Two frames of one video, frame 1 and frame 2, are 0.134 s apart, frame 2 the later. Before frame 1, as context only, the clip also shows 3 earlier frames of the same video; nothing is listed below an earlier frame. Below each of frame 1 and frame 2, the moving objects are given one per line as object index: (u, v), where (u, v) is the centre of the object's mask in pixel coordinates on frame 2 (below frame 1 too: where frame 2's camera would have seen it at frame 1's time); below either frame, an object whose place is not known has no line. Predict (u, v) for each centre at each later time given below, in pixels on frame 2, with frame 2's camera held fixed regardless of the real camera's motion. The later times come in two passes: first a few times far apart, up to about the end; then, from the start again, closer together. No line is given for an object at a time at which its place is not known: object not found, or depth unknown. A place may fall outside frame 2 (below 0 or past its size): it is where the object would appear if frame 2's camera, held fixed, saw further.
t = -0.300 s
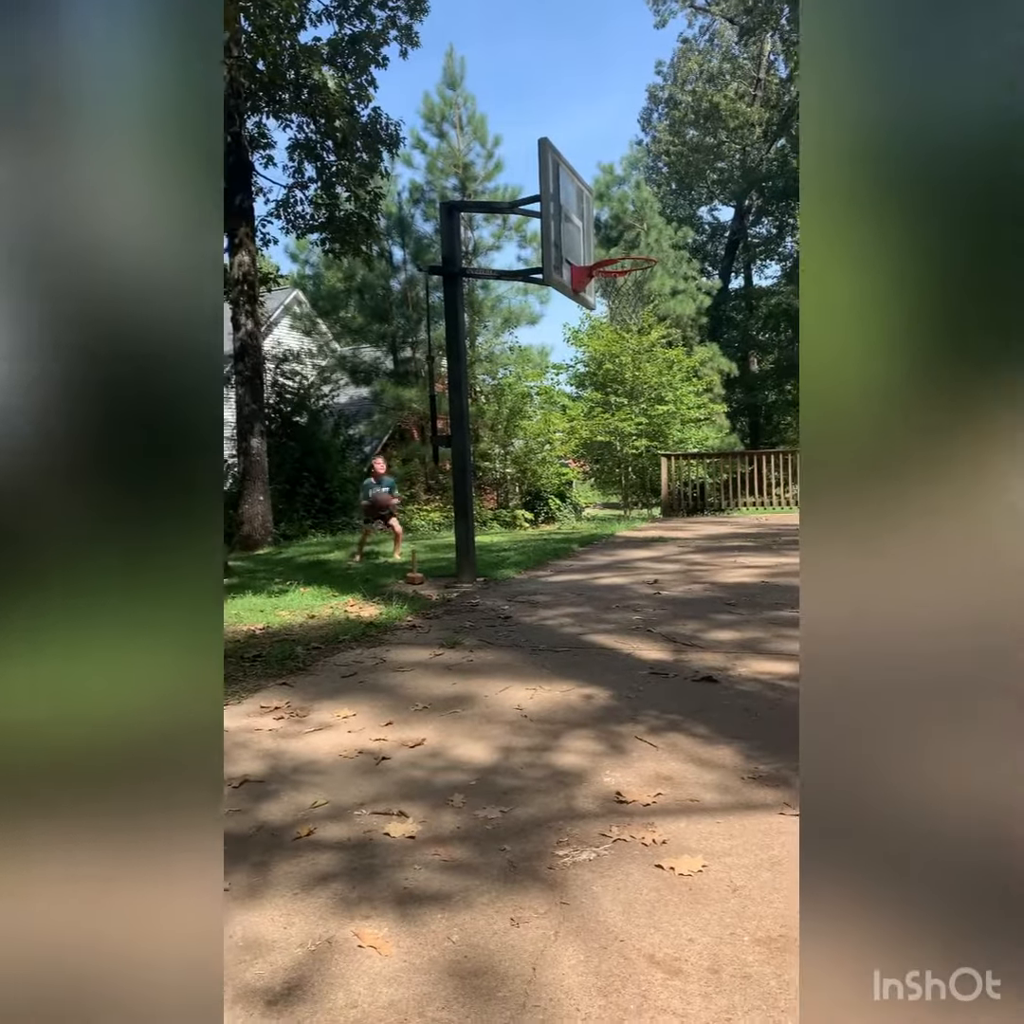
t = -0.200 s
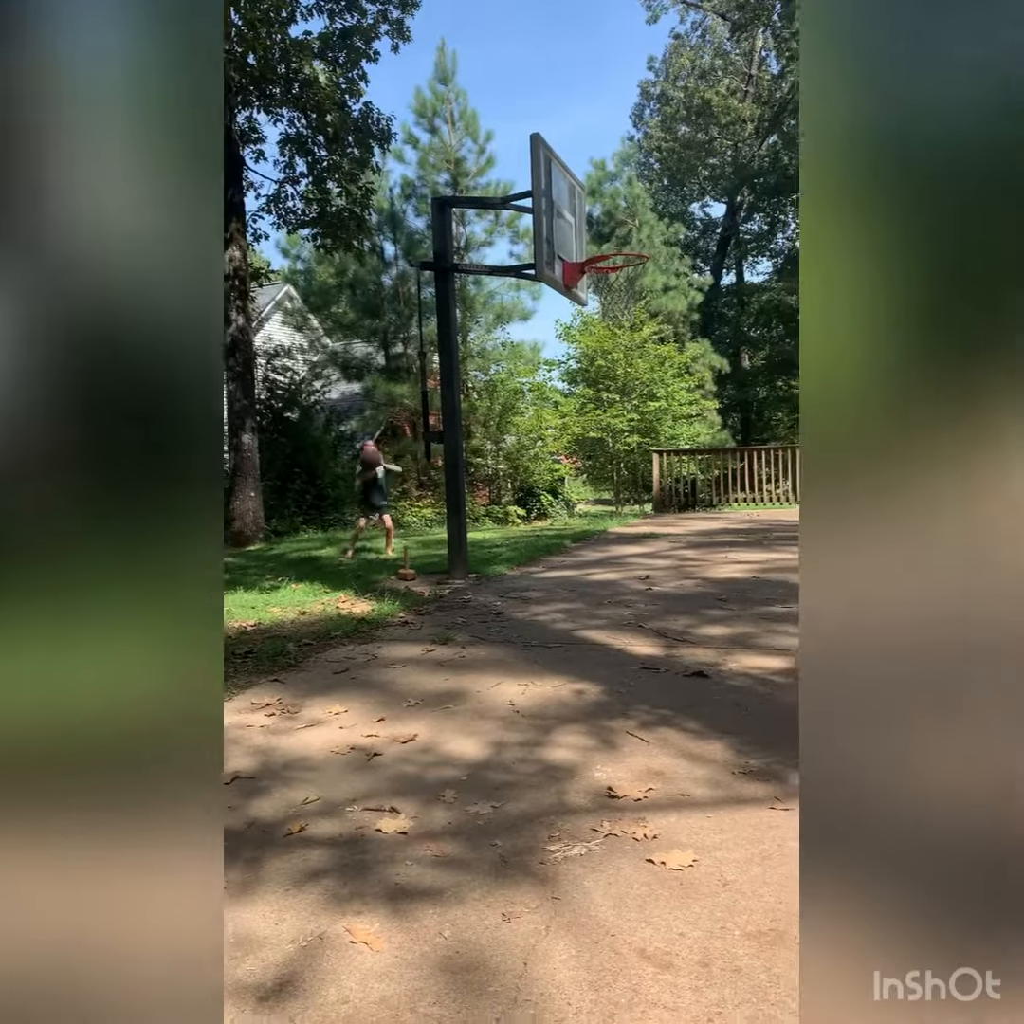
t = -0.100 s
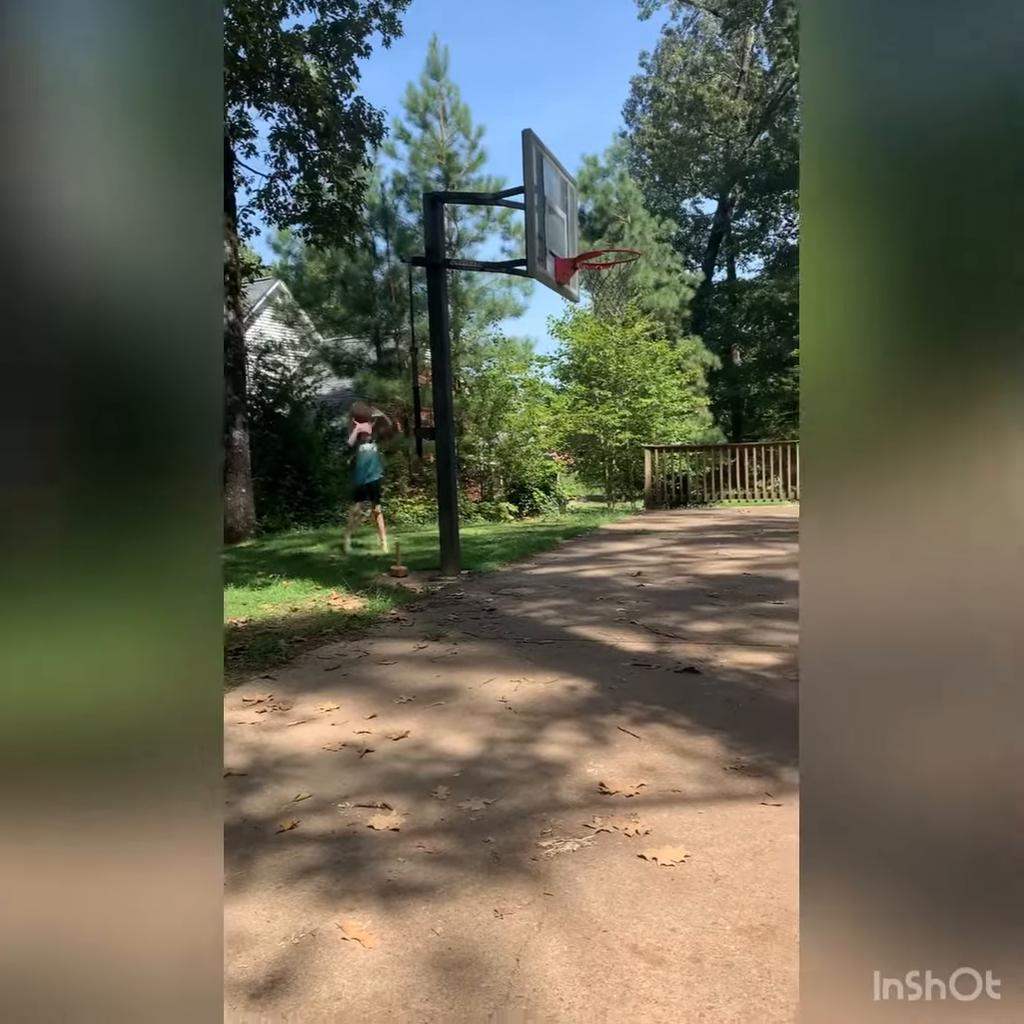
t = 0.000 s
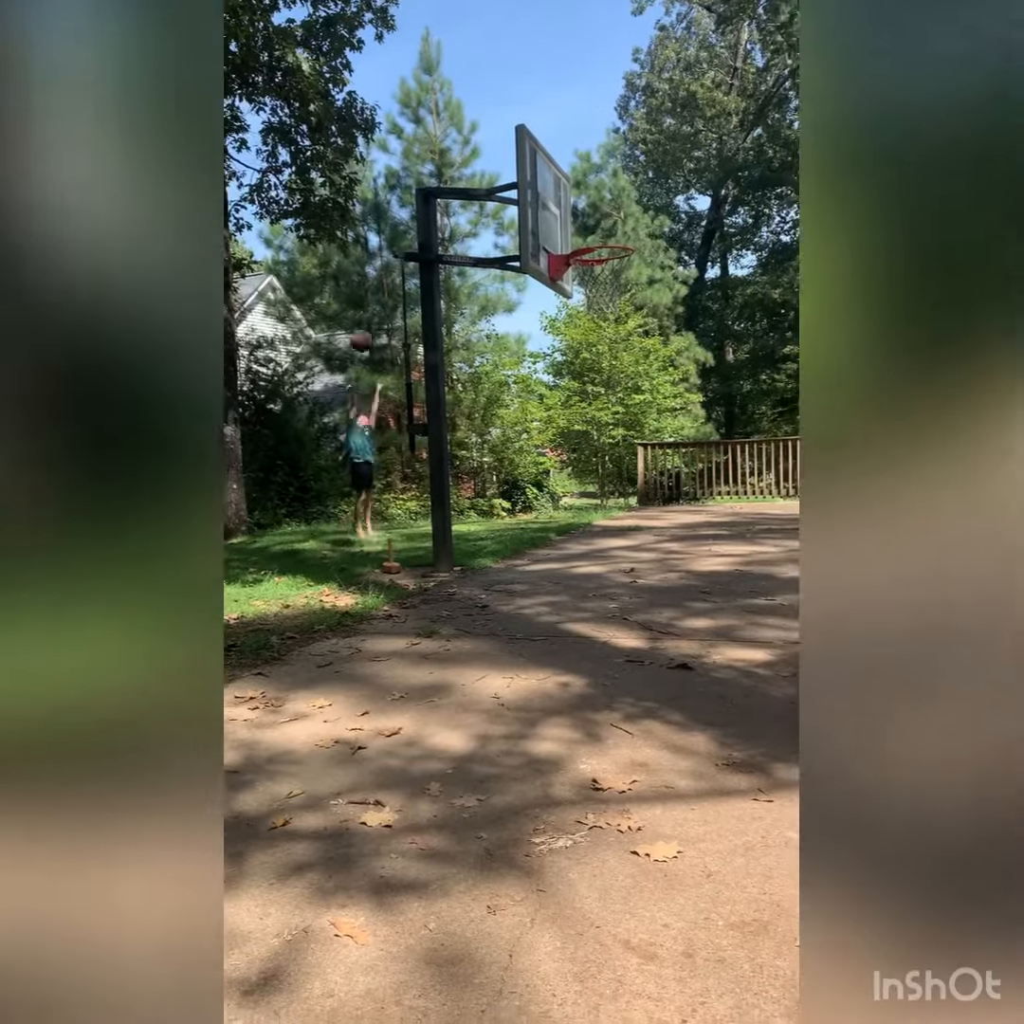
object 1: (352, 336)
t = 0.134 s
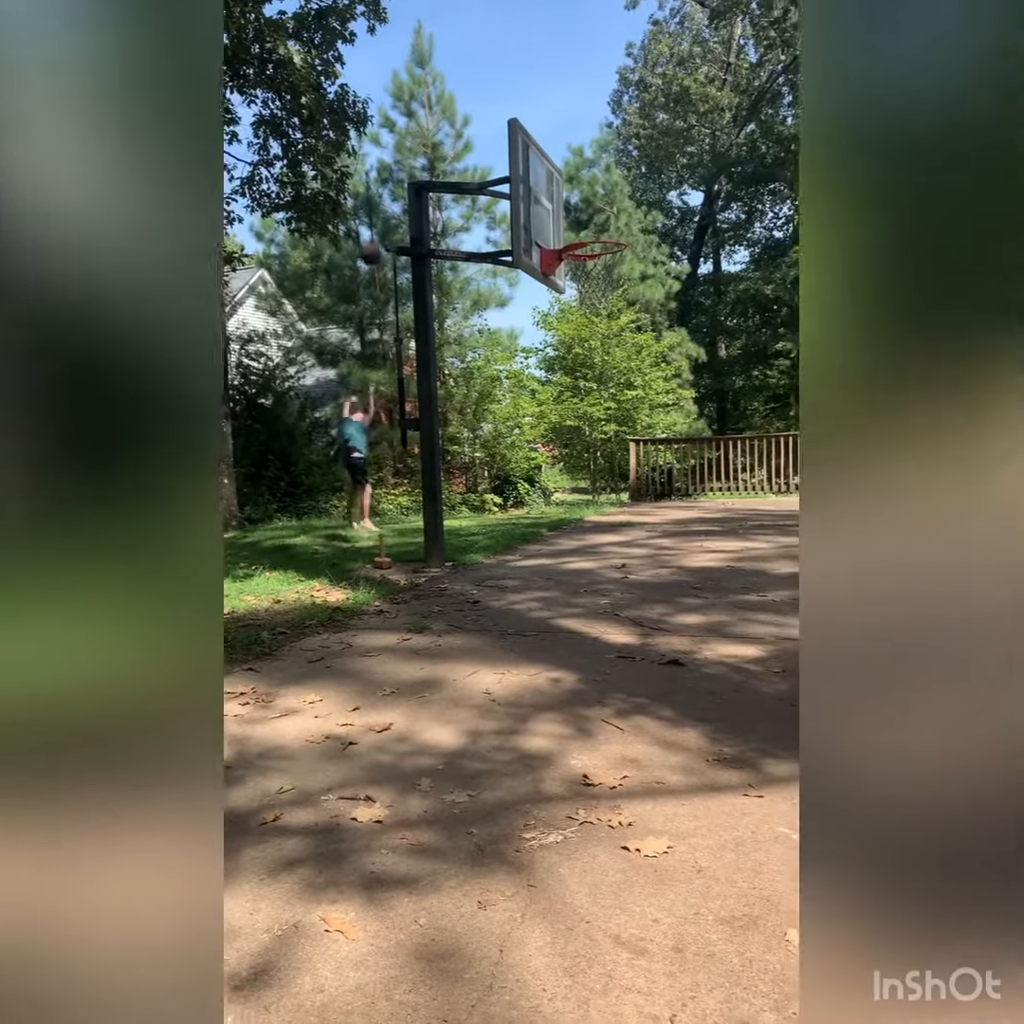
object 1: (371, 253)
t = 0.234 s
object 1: (384, 200)
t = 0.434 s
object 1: (418, 121)
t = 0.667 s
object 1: (463, 80)
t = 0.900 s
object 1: (515, 103)
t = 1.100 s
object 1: (553, 120)
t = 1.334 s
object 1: (579, 70)
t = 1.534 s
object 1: (604, 82)
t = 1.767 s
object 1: (637, 163)
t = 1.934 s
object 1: (660, 274)
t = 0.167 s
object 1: (373, 234)
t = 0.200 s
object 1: (378, 217)
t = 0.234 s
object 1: (384, 200)
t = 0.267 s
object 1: (390, 185)
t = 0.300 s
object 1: (395, 170)
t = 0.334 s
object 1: (401, 156)
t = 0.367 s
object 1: (406, 144)
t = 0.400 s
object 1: (412, 132)
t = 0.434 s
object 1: (418, 121)
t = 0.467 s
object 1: (424, 112)
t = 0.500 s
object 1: (430, 104)
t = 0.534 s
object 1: (436, 97)
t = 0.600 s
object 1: (449, 86)
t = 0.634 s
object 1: (456, 82)
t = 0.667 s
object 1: (463, 80)
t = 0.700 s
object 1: (470, 80)
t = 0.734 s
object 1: (477, 80)
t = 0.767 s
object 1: (484, 82)
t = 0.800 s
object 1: (492, 85)
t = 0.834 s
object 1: (499, 90)
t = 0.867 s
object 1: (507, 95)
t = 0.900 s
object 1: (515, 103)
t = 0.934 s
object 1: (524, 111)
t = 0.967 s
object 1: (532, 121)
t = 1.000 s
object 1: (541, 133)
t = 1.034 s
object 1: (550, 144)
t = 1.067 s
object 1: (550, 133)
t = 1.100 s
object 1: (553, 120)
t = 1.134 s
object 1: (557, 108)
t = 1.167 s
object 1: (560, 98)
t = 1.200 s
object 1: (564, 89)
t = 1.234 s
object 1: (567, 81)
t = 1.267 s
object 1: (571, 75)
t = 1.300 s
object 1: (575, 71)
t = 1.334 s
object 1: (579, 70)
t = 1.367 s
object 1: (583, 71)
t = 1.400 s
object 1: (587, 71)
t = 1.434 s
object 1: (591, 73)
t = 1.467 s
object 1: (595, 75)
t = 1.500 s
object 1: (599, 78)
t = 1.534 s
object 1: (604, 82)
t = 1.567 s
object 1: (608, 87)
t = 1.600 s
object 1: (613, 96)
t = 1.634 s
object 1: (617, 106)
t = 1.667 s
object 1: (621, 119)
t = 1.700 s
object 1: (626, 133)
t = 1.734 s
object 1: (632, 148)
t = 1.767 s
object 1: (637, 163)
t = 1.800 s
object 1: (641, 181)
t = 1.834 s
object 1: (644, 205)
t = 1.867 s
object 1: (651, 226)
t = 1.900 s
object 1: (655, 250)
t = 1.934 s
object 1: (660, 274)
